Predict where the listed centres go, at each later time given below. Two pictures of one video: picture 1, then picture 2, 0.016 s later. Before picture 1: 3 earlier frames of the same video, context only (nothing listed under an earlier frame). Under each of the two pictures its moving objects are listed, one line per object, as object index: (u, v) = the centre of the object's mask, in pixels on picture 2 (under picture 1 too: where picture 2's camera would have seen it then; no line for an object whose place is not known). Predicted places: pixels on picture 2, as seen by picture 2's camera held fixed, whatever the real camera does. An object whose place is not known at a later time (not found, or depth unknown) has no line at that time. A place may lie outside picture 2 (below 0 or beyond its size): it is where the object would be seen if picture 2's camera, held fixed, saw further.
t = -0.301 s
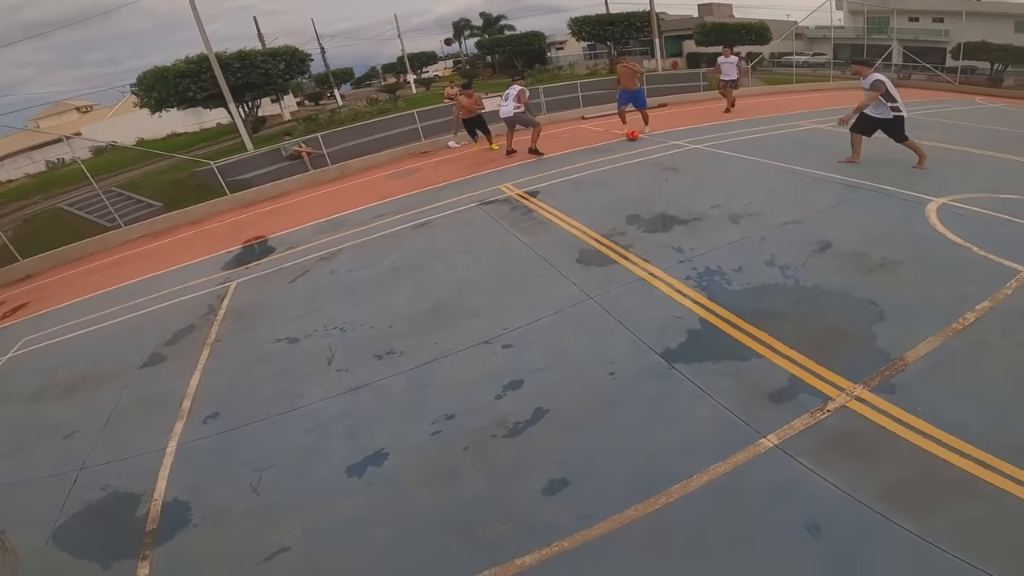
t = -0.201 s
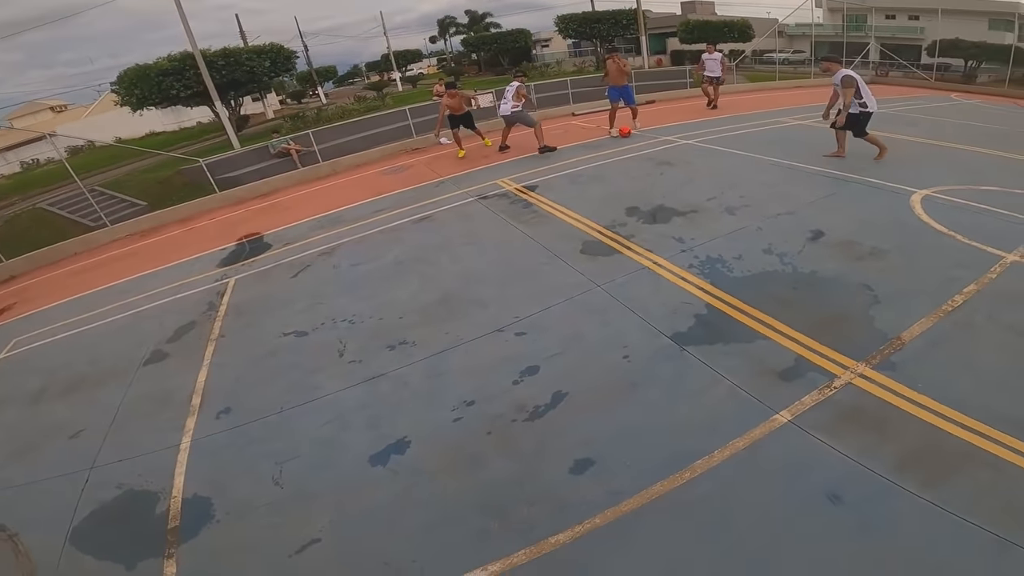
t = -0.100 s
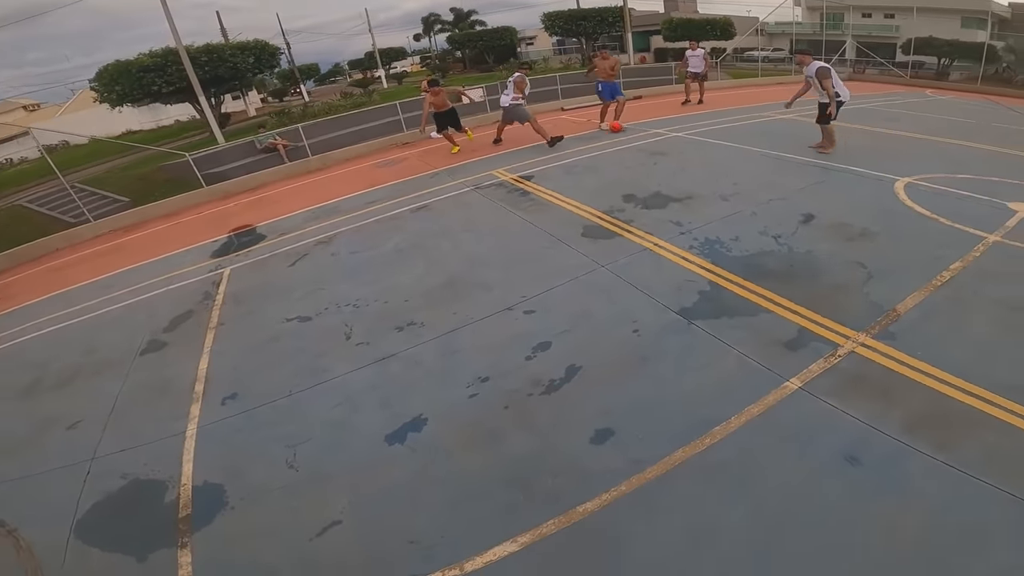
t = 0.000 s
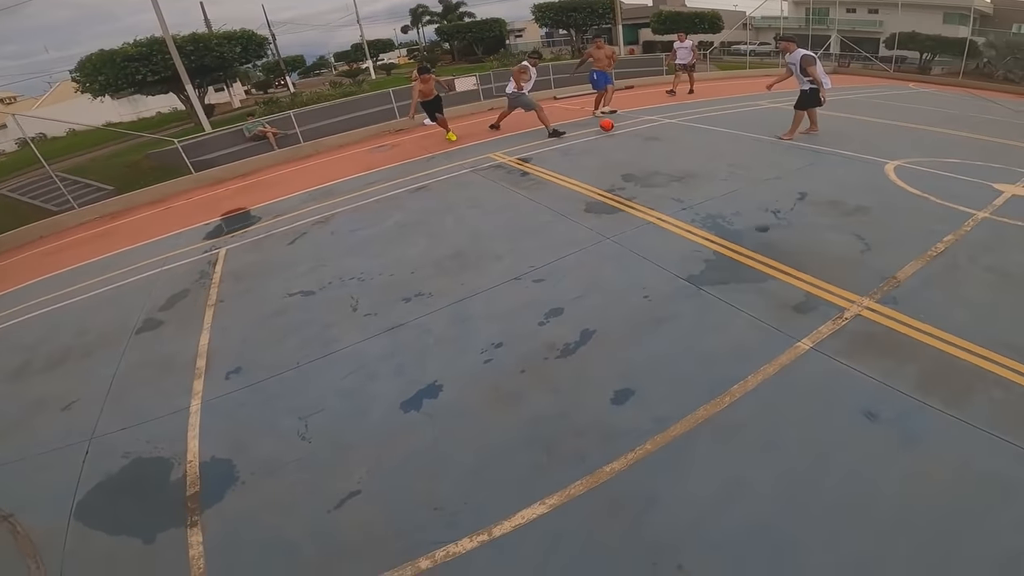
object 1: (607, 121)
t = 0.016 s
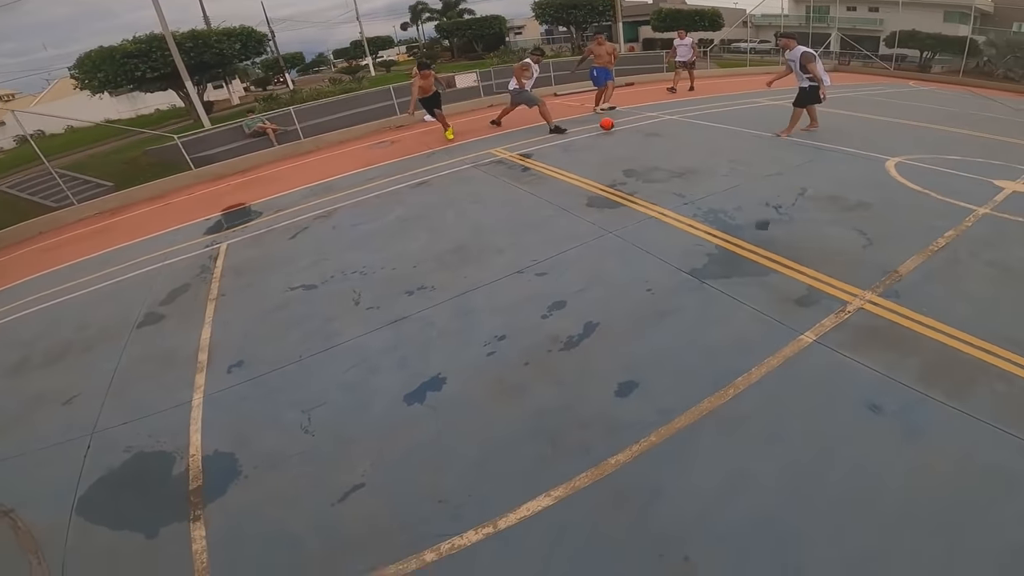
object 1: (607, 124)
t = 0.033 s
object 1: (606, 127)
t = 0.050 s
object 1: (605, 131)
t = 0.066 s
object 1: (604, 135)
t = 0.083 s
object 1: (604, 139)
